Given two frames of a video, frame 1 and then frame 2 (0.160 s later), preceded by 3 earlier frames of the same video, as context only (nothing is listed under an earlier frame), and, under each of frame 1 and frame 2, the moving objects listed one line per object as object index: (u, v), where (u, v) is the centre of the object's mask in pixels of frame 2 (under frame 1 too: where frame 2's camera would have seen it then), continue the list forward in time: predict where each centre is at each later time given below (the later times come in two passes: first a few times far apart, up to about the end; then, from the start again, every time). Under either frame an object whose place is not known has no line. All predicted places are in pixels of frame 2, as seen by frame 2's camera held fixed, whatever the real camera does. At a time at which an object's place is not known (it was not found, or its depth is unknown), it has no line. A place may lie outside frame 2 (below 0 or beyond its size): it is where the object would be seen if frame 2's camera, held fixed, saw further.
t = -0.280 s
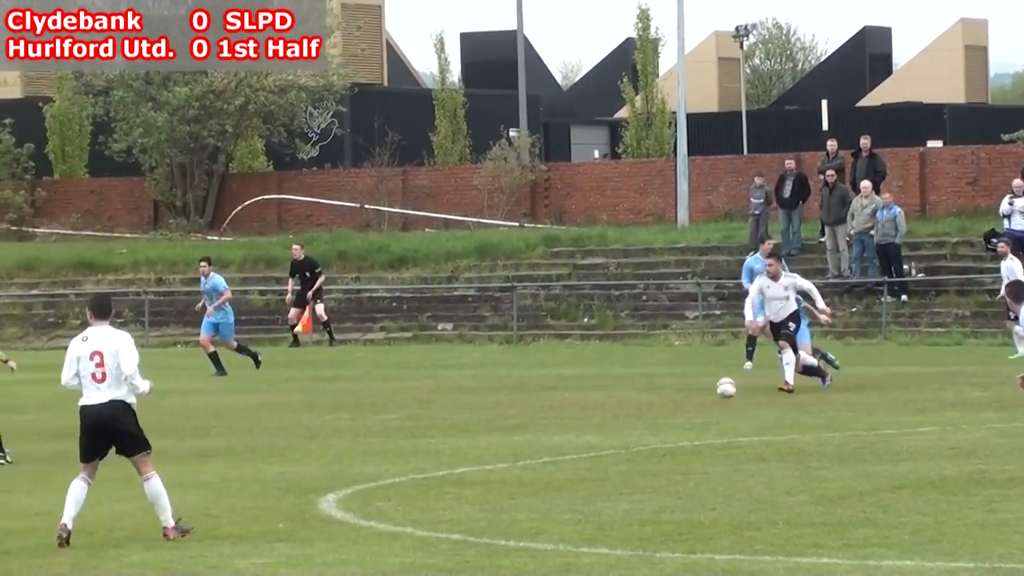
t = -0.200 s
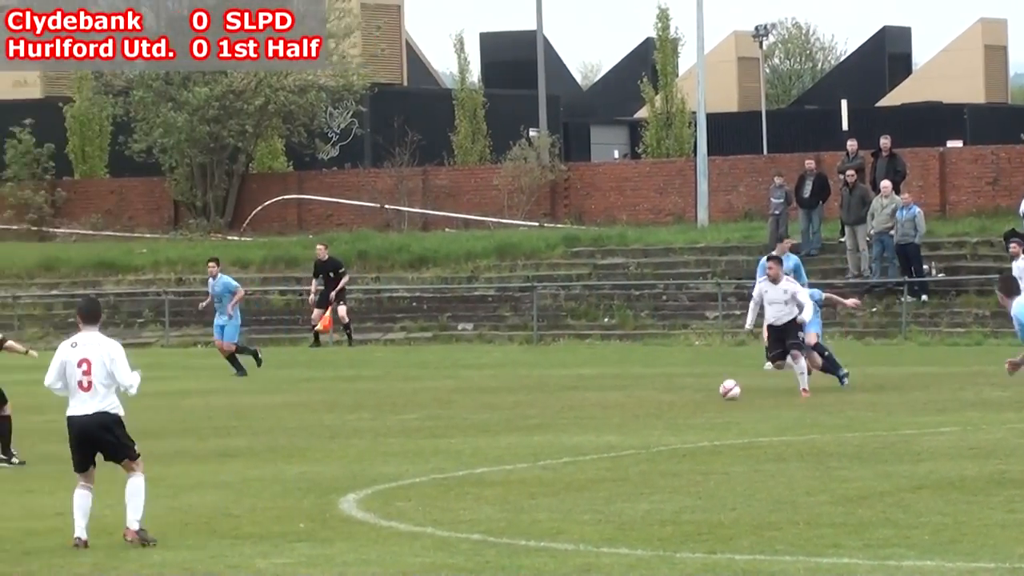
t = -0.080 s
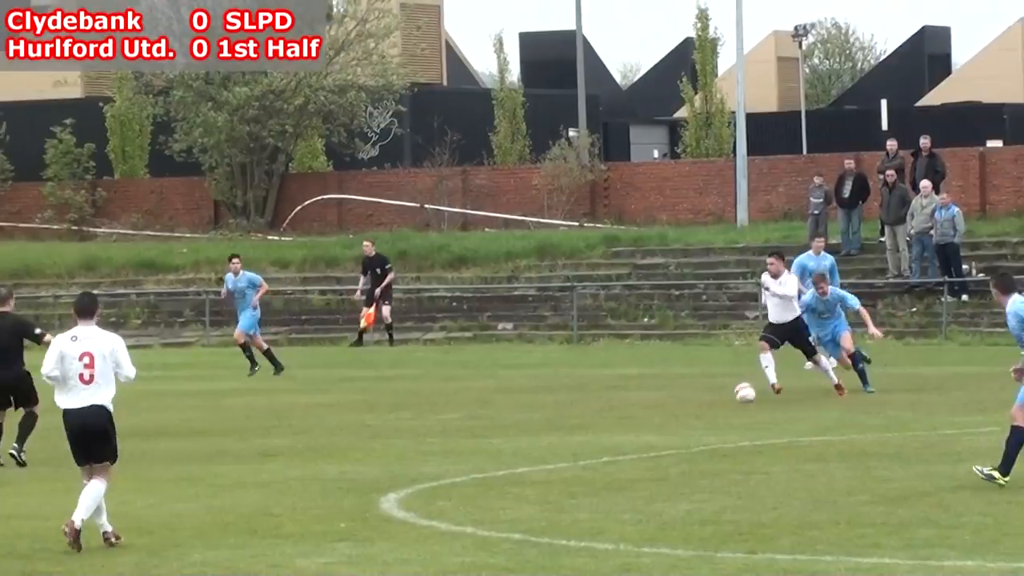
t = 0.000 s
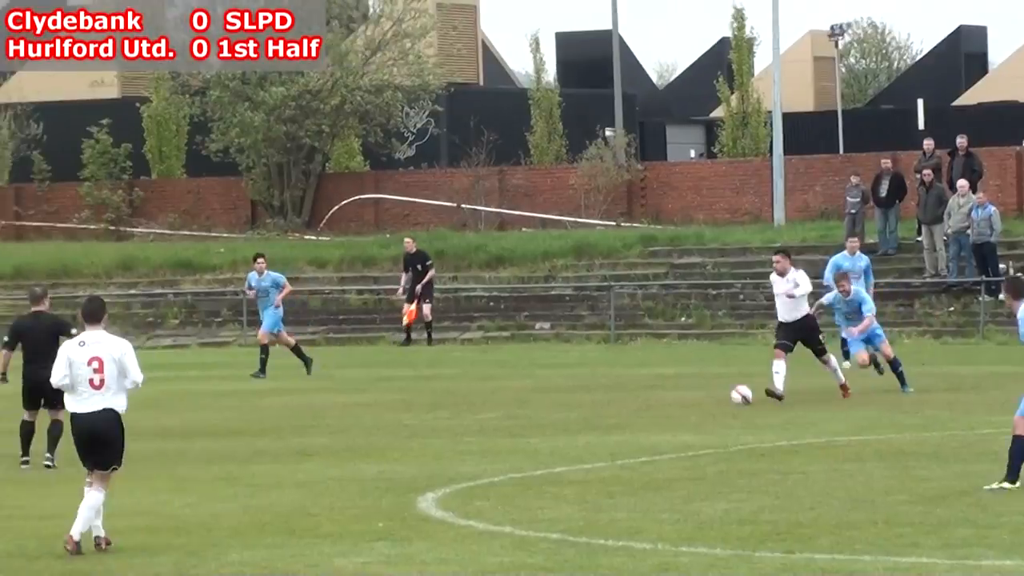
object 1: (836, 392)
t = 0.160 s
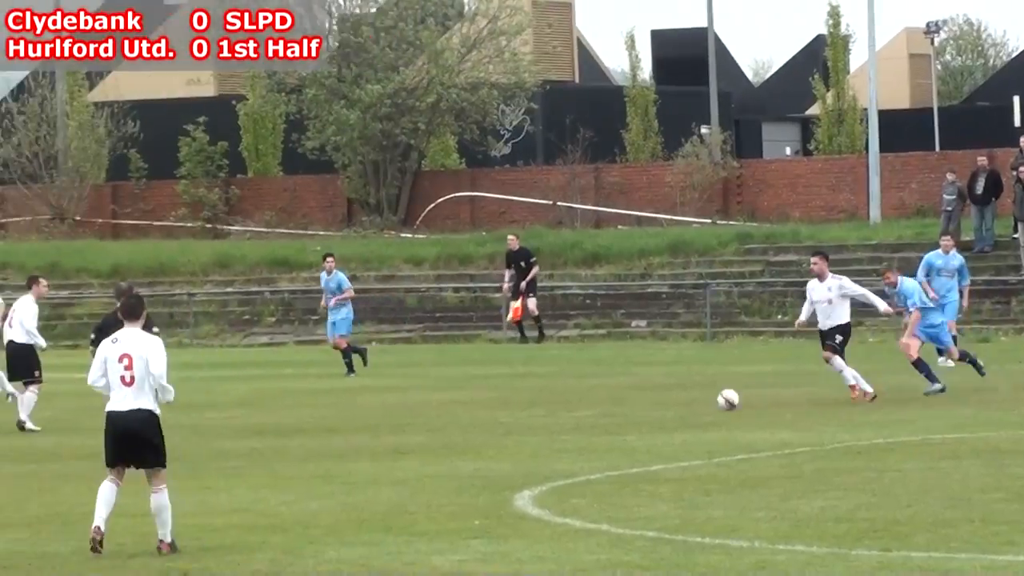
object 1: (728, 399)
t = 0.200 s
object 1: (702, 402)
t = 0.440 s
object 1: (577, 413)
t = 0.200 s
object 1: (702, 402)
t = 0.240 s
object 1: (678, 403)
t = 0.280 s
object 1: (658, 402)
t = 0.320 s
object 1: (637, 403)
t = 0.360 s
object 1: (617, 404)
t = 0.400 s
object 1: (597, 407)
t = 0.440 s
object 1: (577, 413)
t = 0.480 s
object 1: (558, 413)
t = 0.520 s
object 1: (538, 412)
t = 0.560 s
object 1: (519, 415)
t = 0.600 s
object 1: (499, 418)
